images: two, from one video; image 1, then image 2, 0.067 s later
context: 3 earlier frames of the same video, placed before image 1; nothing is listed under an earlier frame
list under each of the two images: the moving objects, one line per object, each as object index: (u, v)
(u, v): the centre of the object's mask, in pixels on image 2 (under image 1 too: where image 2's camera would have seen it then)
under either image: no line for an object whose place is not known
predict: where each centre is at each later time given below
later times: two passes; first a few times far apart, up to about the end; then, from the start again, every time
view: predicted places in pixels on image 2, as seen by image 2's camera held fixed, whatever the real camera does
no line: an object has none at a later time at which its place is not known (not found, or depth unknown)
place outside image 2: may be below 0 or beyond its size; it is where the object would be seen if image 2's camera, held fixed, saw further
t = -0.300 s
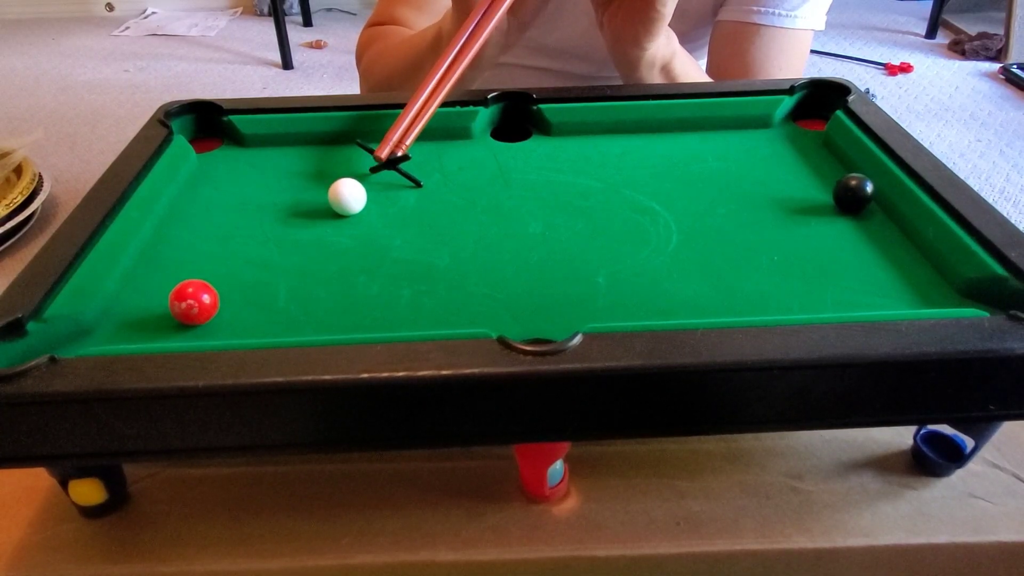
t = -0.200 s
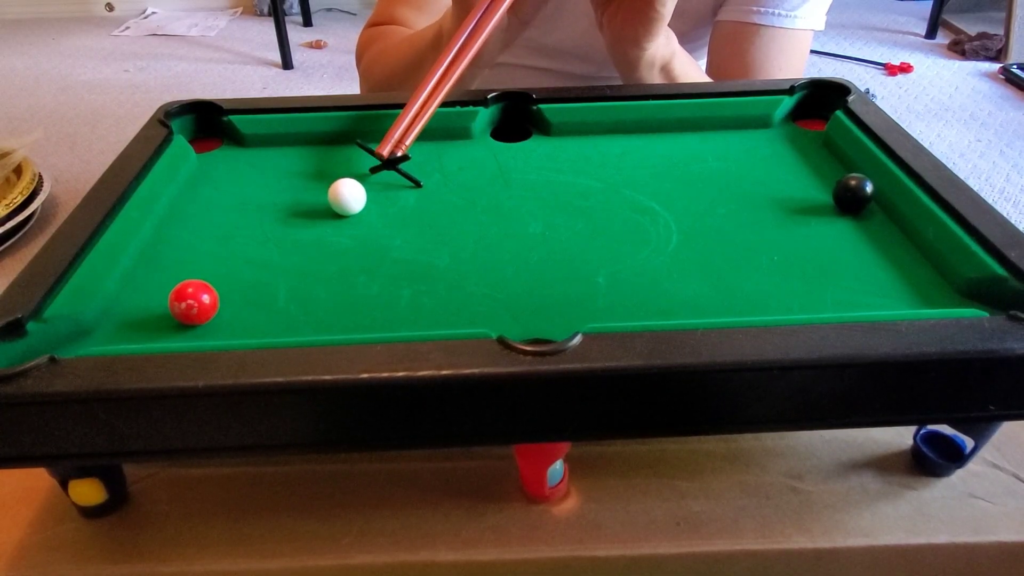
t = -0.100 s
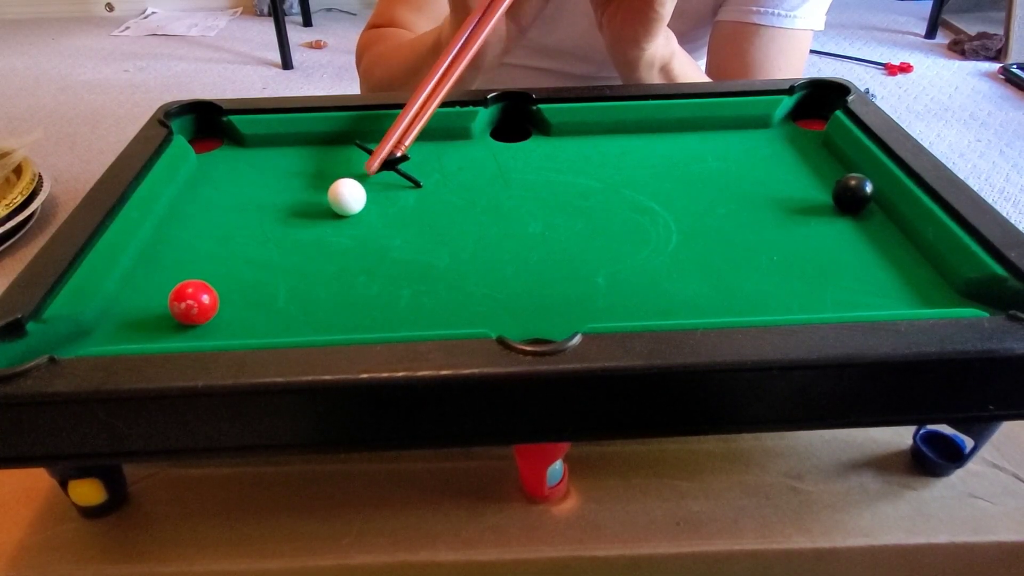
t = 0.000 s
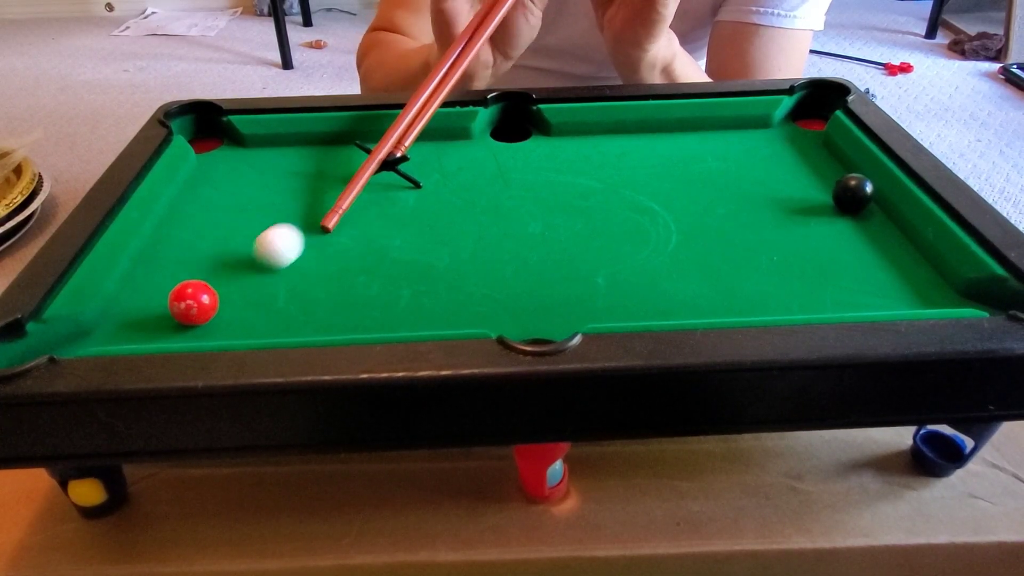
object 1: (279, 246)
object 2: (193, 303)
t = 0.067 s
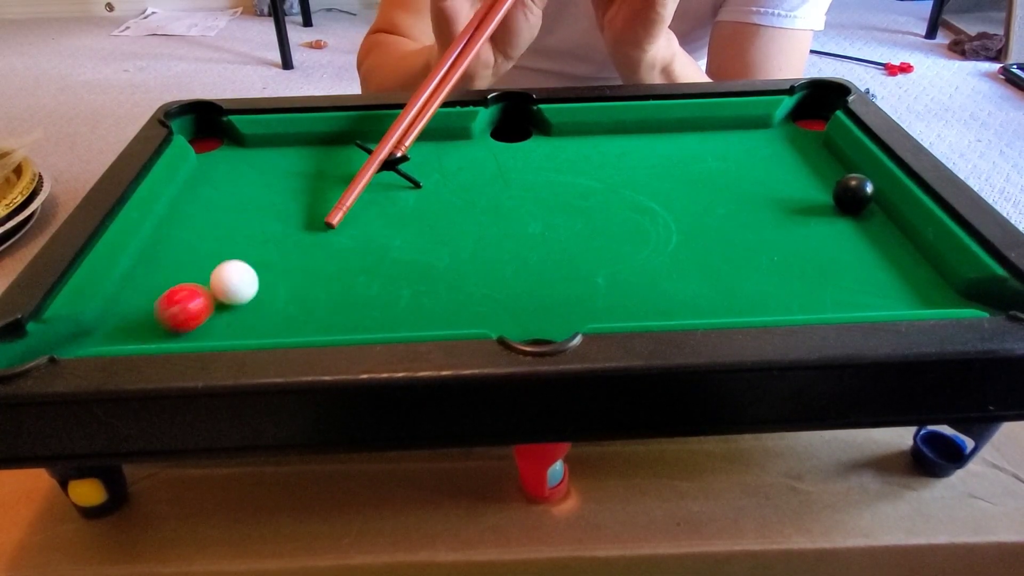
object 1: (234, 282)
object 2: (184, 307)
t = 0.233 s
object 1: (229, 322)
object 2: (117, 322)
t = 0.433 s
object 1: (252, 314)
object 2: (110, 316)
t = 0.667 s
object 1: (261, 312)
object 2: (125, 313)
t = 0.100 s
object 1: (233, 291)
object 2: (160, 320)
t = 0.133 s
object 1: (231, 300)
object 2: (142, 326)
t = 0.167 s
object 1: (230, 308)
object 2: (133, 325)
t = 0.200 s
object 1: (229, 316)
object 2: (124, 323)
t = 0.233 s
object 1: (229, 322)
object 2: (117, 322)
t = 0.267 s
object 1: (232, 322)
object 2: (111, 320)
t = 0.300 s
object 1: (237, 321)
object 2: (106, 318)
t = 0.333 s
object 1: (241, 319)
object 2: (102, 317)
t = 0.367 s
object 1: (245, 317)
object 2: (105, 317)
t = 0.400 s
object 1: (249, 315)
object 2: (107, 316)
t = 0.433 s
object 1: (252, 314)
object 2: (110, 316)
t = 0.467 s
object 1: (255, 313)
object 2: (113, 315)
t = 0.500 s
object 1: (257, 312)
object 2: (115, 315)
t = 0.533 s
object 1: (259, 312)
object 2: (118, 314)
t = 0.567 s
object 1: (260, 312)
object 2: (120, 314)
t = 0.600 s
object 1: (261, 312)
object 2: (122, 313)
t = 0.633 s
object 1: (261, 312)
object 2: (124, 313)
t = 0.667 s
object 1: (261, 312)
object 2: (125, 313)
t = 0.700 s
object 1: (262, 313)
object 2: (126, 313)
